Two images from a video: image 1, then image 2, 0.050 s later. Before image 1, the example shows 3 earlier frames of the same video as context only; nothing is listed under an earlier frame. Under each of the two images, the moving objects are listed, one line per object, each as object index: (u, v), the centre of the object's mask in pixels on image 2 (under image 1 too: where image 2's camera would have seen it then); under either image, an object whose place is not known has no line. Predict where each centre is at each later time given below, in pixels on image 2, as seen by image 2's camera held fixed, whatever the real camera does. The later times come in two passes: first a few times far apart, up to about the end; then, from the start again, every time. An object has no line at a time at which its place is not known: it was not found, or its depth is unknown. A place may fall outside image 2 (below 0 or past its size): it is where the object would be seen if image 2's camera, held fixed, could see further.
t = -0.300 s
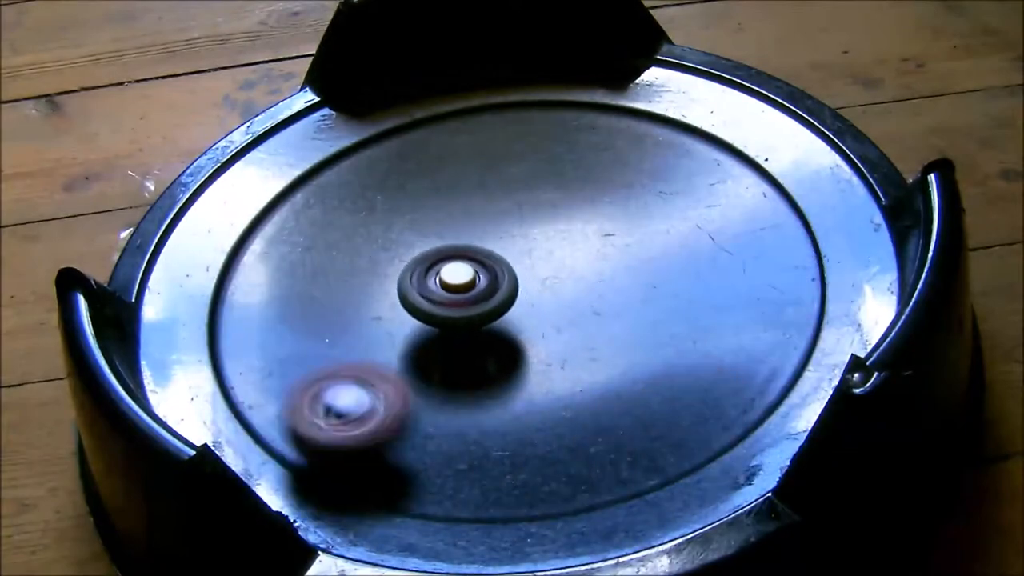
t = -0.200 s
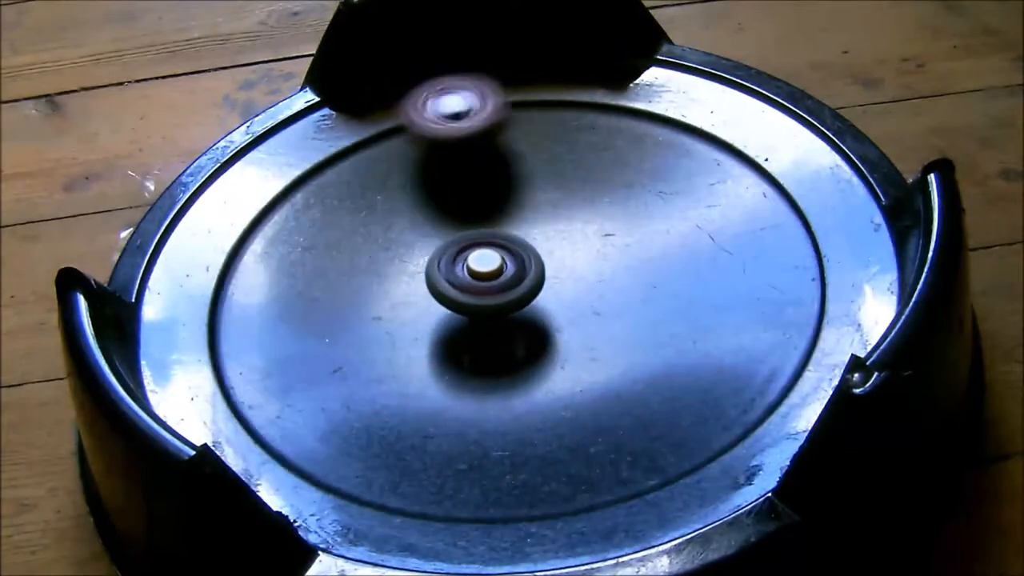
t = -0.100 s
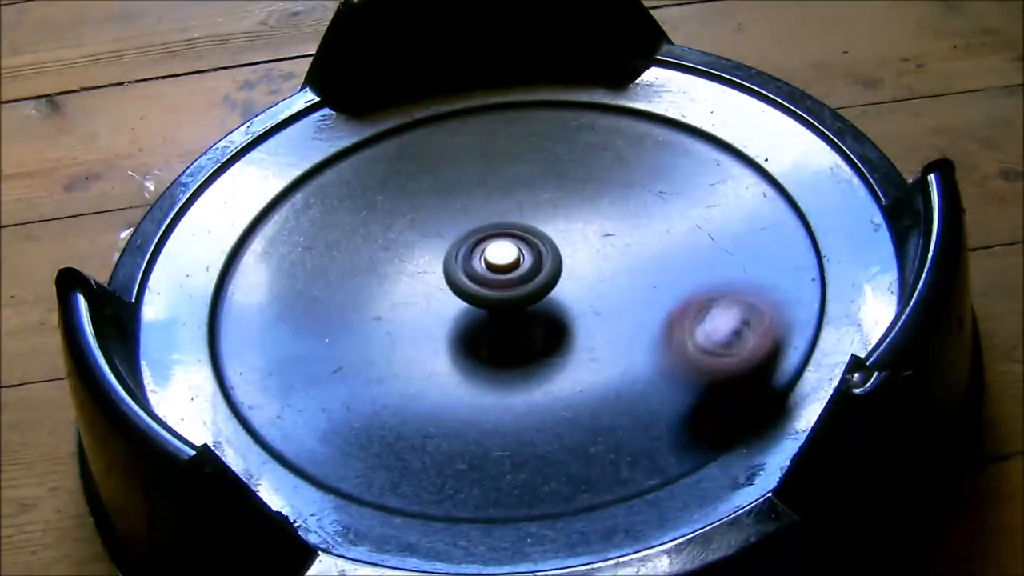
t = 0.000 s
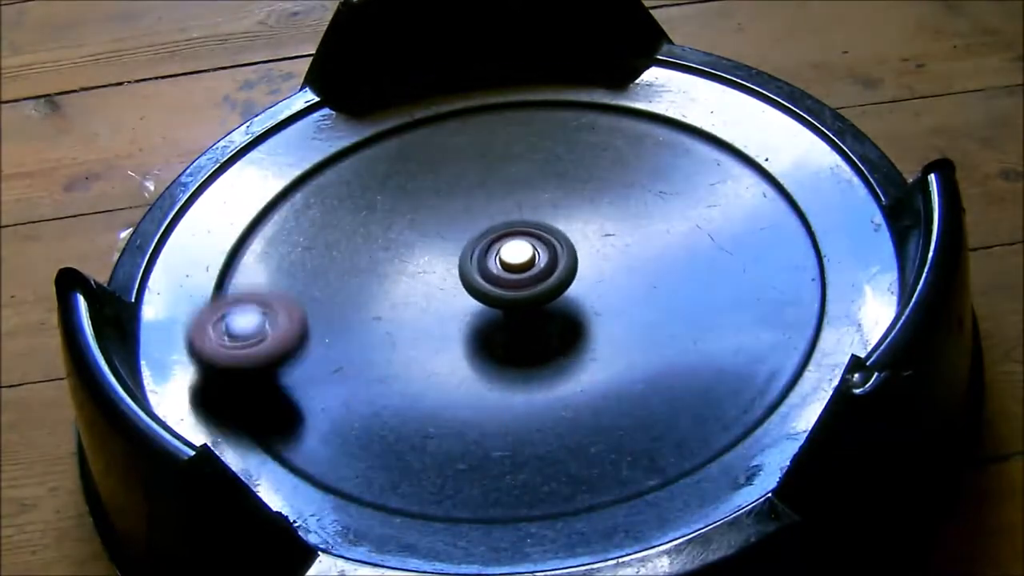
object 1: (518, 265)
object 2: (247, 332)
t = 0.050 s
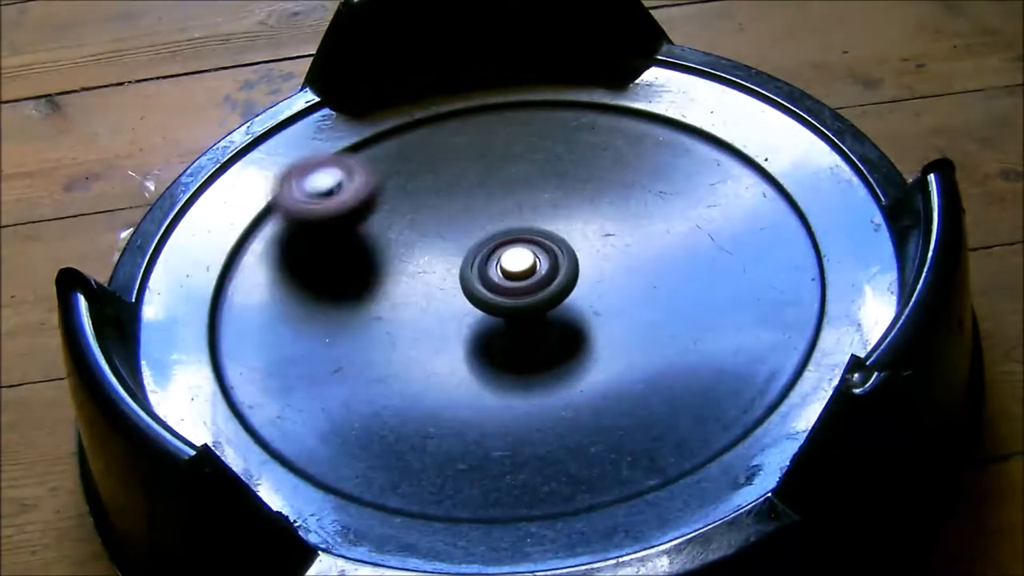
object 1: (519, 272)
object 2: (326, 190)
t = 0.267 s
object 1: (553, 279)
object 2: (322, 362)
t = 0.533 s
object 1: (510, 323)
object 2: (334, 353)
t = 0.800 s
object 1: (474, 298)
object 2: (328, 368)
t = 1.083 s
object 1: (504, 270)
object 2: (329, 297)
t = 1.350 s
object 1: (544, 283)
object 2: (299, 291)
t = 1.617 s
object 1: (530, 324)
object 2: (331, 310)
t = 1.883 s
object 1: (471, 292)
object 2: (321, 321)
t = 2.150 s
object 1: (508, 268)
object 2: (345, 350)
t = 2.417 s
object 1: (528, 285)
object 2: (357, 343)
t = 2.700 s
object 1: (510, 305)
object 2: (346, 333)
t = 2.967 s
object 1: (484, 292)
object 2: (364, 329)
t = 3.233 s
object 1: (504, 272)
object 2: (363, 352)
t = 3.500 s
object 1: (531, 285)
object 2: (386, 342)
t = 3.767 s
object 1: (512, 303)
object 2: (372, 350)
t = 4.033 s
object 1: (495, 290)
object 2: (385, 332)
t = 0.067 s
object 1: (522, 274)
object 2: (391, 156)
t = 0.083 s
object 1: (530, 275)
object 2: (463, 138)
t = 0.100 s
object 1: (541, 275)
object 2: (544, 137)
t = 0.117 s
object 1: (551, 274)
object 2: (628, 157)
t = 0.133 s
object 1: (558, 272)
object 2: (691, 195)
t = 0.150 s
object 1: (564, 269)
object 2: (730, 241)
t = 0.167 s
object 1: (568, 267)
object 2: (738, 300)
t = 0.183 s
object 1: (568, 266)
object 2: (706, 361)
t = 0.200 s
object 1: (567, 266)
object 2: (633, 408)
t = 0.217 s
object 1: (565, 267)
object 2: (540, 435)
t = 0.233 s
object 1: (561, 270)
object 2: (441, 435)
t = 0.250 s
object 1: (557, 274)
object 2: (366, 406)
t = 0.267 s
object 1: (553, 279)
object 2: (322, 362)
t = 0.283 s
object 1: (552, 284)
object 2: (307, 311)
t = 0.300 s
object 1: (551, 289)
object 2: (320, 261)
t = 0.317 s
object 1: (551, 294)
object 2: (355, 214)
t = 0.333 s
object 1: (550, 295)
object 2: (408, 174)
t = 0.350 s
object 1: (548, 297)
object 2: (470, 146)
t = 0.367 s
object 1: (546, 298)
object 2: (541, 135)
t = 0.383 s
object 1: (543, 300)
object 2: (610, 141)
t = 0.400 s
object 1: (539, 302)
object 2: (676, 165)
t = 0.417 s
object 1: (535, 305)
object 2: (717, 209)
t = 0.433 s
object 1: (530, 308)
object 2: (731, 262)
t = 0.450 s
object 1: (525, 312)
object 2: (708, 317)
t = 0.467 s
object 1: (521, 316)
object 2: (645, 368)
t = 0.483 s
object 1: (517, 319)
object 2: (557, 398)
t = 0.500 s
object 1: (515, 321)
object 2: (477, 405)
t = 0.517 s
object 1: (512, 323)
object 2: (390, 388)
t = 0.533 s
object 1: (510, 323)
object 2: (334, 353)
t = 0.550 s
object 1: (508, 323)
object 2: (307, 306)
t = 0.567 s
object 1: (506, 322)
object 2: (311, 257)
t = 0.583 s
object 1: (503, 321)
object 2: (337, 211)
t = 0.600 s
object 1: (499, 320)
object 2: (385, 171)
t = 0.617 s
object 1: (497, 318)
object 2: (450, 147)
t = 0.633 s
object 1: (494, 317)
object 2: (521, 140)
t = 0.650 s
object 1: (491, 316)
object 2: (591, 153)
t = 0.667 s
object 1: (487, 314)
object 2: (651, 186)
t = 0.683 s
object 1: (484, 313)
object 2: (690, 231)
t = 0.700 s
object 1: (481, 311)
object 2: (700, 284)
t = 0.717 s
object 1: (479, 309)
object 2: (677, 335)
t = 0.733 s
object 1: (477, 307)
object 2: (623, 382)
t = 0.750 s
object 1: (475, 305)
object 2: (540, 412)
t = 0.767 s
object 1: (475, 302)
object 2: (460, 418)
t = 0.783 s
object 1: (474, 300)
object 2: (383, 403)
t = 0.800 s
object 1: (474, 298)
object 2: (328, 368)
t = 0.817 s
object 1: (475, 295)
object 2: (308, 322)
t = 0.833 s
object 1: (476, 293)
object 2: (316, 272)
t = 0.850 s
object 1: (477, 290)
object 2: (350, 225)
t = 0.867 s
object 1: (479, 287)
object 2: (406, 188)
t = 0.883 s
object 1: (480, 284)
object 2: (470, 164)
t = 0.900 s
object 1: (482, 283)
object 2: (541, 155)
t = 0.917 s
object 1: (483, 281)
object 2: (610, 165)
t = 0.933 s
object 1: (486, 279)
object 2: (671, 191)
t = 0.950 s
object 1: (488, 276)
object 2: (713, 231)
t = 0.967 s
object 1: (491, 275)
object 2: (724, 278)
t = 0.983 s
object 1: (493, 273)
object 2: (703, 329)
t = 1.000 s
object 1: (494, 272)
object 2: (646, 374)
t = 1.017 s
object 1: (496, 271)
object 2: (560, 402)
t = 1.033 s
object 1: (498, 270)
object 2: (474, 406)
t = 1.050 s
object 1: (499, 270)
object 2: (397, 384)
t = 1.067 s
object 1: (502, 270)
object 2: (347, 346)
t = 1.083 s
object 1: (504, 270)
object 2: (329, 297)
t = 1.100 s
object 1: (507, 270)
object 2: (338, 246)
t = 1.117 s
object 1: (510, 270)
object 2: (373, 199)
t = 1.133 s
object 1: (513, 270)
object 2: (422, 162)
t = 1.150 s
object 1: (515, 271)
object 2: (486, 140)
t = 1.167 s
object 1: (518, 273)
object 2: (556, 137)
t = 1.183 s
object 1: (520, 274)
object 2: (623, 153)
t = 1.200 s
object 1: (523, 275)
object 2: (676, 188)
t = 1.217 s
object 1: (527, 277)
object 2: (703, 239)
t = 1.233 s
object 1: (532, 279)
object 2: (698, 293)
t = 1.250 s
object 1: (536, 281)
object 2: (656, 348)
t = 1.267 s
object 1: (539, 283)
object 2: (584, 387)
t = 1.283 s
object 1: (541, 283)
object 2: (503, 407)
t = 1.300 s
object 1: (541, 283)
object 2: (417, 404)
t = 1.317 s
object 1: (542, 282)
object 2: (347, 379)
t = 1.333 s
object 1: (543, 282)
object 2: (308, 338)
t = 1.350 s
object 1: (544, 283)
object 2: (299, 291)
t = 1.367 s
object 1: (545, 284)
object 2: (318, 244)
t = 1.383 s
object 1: (546, 286)
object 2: (358, 200)
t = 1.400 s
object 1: (547, 289)
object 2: (418, 171)
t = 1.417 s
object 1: (547, 291)
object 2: (484, 157)
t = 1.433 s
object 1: (548, 293)
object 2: (552, 158)
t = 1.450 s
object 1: (548, 295)
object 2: (616, 177)
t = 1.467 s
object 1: (547, 297)
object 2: (670, 208)
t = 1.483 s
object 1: (545, 299)
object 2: (704, 249)
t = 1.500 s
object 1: (542, 302)
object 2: (709, 298)
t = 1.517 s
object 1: (539, 305)
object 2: (685, 345)
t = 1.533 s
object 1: (532, 310)
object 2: (623, 388)
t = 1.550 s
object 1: (526, 315)
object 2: (547, 410)
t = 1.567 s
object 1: (524, 319)
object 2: (469, 415)
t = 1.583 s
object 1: (525, 321)
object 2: (392, 394)
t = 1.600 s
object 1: (528, 323)
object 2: (347, 357)
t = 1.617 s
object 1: (530, 324)
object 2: (331, 310)
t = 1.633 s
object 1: (531, 321)
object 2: (340, 262)
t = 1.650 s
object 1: (527, 317)
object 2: (372, 218)
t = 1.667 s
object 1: (519, 314)
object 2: (417, 181)
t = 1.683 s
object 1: (508, 312)
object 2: (474, 156)
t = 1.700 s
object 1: (499, 313)
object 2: (538, 145)
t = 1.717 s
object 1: (491, 316)
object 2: (600, 152)
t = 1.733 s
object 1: (486, 320)
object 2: (657, 177)
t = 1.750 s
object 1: (485, 323)
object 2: (693, 213)
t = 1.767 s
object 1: (487, 325)
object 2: (707, 259)
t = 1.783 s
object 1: (492, 323)
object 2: (689, 312)
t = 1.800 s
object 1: (497, 317)
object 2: (639, 357)
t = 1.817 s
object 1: (498, 309)
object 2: (561, 388)
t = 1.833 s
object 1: (493, 301)
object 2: (488, 396)
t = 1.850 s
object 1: (486, 296)
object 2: (413, 388)
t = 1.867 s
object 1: (479, 293)
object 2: (354, 361)
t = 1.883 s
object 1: (471, 292)
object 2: (321, 321)
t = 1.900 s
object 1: (466, 293)
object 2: (316, 278)
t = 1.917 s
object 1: (462, 295)
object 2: (335, 234)
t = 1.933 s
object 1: (462, 297)
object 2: (375, 195)
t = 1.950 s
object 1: (466, 299)
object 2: (429, 168)
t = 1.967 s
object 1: (475, 299)
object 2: (491, 156)
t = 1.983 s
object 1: (484, 296)
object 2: (558, 162)
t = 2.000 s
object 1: (492, 292)
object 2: (614, 183)
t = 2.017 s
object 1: (498, 287)
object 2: (662, 218)
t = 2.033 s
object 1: (501, 282)
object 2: (687, 260)
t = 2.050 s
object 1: (504, 278)
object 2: (686, 308)
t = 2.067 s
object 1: (505, 275)
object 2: (655, 353)
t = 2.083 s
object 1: (506, 272)
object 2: (595, 390)
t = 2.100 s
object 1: (506, 270)
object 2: (522, 409)
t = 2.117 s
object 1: (506, 269)
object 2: (449, 409)
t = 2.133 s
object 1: (507, 269)
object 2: (383, 387)
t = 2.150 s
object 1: (508, 268)
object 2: (345, 350)
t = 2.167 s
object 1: (510, 268)
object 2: (336, 304)
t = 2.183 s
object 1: (512, 268)
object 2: (352, 258)
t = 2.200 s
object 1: (513, 269)
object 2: (389, 217)
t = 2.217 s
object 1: (516, 269)
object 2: (436, 184)
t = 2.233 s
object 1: (518, 271)
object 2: (493, 165)
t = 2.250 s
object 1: (520, 273)
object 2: (555, 162)
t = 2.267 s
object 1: (522, 275)
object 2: (613, 171)
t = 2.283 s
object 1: (523, 277)
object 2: (667, 197)
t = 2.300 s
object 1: (524, 279)
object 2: (697, 232)
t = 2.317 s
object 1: (525, 280)
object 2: (702, 277)
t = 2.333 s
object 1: (525, 281)
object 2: (676, 323)
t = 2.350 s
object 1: (527, 282)
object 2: (618, 363)
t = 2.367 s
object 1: (528, 283)
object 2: (545, 385)
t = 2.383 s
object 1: (528, 283)
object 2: (472, 391)
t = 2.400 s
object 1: (528, 284)
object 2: (403, 376)
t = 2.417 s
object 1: (528, 285)
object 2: (357, 343)
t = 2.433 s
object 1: (527, 286)
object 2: (335, 305)
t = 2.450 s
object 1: (526, 287)
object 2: (336, 261)
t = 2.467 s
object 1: (527, 289)
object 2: (360, 219)
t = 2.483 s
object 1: (527, 290)
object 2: (403, 186)
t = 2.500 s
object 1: (527, 292)
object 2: (454, 165)
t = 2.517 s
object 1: (527, 292)
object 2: (513, 159)
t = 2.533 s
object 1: (525, 293)
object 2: (572, 170)
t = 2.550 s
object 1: (524, 294)
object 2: (623, 197)
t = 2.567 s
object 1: (522, 294)
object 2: (660, 232)
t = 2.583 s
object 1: (520, 295)
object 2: (675, 274)
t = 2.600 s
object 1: (518, 296)
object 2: (664, 319)
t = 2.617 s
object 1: (517, 297)
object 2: (621, 362)
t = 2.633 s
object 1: (515, 299)
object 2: (558, 391)
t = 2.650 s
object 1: (514, 301)
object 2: (496, 401)
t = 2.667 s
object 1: (512, 302)
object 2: (428, 395)
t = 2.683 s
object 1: (511, 304)
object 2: (372, 372)
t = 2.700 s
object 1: (510, 305)
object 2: (346, 333)
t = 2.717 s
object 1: (507, 307)
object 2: (344, 292)
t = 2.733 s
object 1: (504, 310)
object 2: (366, 250)
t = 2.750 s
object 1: (501, 312)
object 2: (406, 213)
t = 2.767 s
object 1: (499, 314)
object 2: (453, 188)
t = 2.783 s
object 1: (499, 315)
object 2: (509, 175)
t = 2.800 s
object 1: (500, 316)
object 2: (568, 174)
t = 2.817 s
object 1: (501, 315)
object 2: (621, 189)
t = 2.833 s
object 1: (501, 313)
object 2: (666, 215)
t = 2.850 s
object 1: (500, 310)
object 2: (690, 251)
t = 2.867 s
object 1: (499, 307)
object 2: (688, 292)
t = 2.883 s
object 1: (497, 304)
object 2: (657, 334)
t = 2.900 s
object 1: (494, 300)
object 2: (596, 368)
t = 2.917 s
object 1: (491, 297)
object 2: (523, 384)
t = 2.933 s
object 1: (490, 294)
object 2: (464, 382)
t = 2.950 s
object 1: (487, 294)
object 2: (401, 363)
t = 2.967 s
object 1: (484, 292)
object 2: (364, 329)
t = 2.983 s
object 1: (482, 292)
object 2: (350, 292)
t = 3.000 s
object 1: (481, 292)
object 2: (357, 252)
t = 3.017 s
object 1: (481, 291)
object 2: (386, 213)
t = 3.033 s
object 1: (482, 290)
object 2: (427, 185)
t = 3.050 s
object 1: (484, 290)
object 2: (481, 169)
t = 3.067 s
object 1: (488, 289)
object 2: (536, 168)
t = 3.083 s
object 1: (491, 287)
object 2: (588, 186)
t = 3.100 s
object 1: (496, 284)
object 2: (633, 213)
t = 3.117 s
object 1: (499, 281)
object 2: (658, 249)
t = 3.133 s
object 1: (502, 278)
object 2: (662, 291)
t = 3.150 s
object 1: (503, 275)
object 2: (641, 333)
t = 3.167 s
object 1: (504, 273)
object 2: (591, 368)
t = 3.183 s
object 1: (504, 272)
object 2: (530, 389)
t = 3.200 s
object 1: (504, 271)
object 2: (466, 395)
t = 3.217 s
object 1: (504, 271)
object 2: (404, 381)
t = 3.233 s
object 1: (504, 272)
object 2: (363, 352)
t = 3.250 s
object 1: (506, 273)
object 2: (349, 313)
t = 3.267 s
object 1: (508, 274)
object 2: (359, 275)
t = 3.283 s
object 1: (510, 275)
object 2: (387, 238)
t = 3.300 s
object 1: (515, 275)
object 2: (428, 207)
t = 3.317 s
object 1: (517, 276)
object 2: (479, 189)
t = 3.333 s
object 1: (520, 278)
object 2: (536, 181)
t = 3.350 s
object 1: (524, 279)
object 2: (590, 188)
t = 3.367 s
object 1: (528, 279)
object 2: (639, 206)
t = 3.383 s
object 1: (531, 280)
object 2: (672, 235)
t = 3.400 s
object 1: (533, 280)
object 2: (683, 272)
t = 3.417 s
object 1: (534, 280)
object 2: (668, 314)
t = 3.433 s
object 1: (535, 281)
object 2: (621, 350)
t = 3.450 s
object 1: (535, 281)
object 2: (560, 373)
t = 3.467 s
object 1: (534, 282)
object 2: (497, 381)
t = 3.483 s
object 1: (533, 284)
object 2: (431, 370)
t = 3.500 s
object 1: (531, 285)
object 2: (386, 342)
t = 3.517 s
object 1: (530, 287)
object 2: (363, 306)
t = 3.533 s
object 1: (528, 289)
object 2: (362, 267)
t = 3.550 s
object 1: (527, 292)
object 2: (383, 230)
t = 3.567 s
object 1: (526, 295)
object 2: (417, 200)
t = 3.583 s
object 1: (526, 297)
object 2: (465, 178)
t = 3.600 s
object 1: (525, 299)
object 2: (520, 173)
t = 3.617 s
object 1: (524, 301)
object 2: (574, 183)
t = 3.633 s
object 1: (524, 303)
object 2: (619, 210)
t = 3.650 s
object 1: (523, 304)
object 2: (647, 244)
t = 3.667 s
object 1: (522, 304)
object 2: (655, 284)
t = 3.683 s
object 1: (520, 304)
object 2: (637, 326)
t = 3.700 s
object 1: (517, 303)
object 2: (590, 360)
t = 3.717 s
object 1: (518, 302)
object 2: (532, 384)
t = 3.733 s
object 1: (517, 303)
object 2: (474, 388)
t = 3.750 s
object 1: (515, 303)
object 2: (412, 377)
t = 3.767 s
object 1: (512, 303)
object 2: (372, 350)
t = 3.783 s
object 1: (510, 302)
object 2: (357, 312)
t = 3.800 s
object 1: (507, 302)
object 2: (367, 275)
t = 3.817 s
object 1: (505, 302)
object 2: (393, 241)
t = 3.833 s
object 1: (503, 301)
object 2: (433, 212)
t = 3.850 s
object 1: (500, 300)
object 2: (485, 194)
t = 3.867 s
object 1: (498, 300)
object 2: (539, 189)
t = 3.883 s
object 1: (497, 300)
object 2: (590, 197)
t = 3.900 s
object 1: (496, 299)
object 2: (636, 216)
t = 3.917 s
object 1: (495, 298)
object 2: (666, 245)
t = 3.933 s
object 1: (495, 297)
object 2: (673, 282)
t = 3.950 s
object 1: (495, 296)
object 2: (655, 320)
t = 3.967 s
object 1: (495, 295)
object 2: (607, 355)
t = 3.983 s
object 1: (495, 294)
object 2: (541, 374)
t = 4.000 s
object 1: (496, 291)
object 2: (484, 375)
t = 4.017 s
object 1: (497, 290)
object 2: (425, 362)
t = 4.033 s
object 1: (495, 290)
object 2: (385, 332)
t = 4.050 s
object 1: (496, 288)
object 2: (370, 298)
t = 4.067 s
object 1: (497, 287)
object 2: (373, 262)
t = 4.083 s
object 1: (498, 286)
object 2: (396, 227)
